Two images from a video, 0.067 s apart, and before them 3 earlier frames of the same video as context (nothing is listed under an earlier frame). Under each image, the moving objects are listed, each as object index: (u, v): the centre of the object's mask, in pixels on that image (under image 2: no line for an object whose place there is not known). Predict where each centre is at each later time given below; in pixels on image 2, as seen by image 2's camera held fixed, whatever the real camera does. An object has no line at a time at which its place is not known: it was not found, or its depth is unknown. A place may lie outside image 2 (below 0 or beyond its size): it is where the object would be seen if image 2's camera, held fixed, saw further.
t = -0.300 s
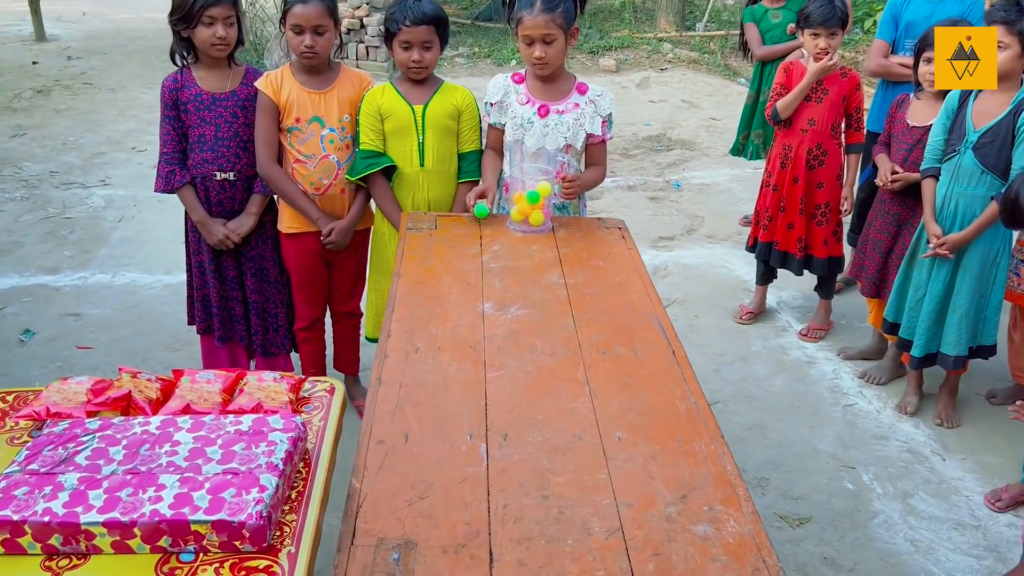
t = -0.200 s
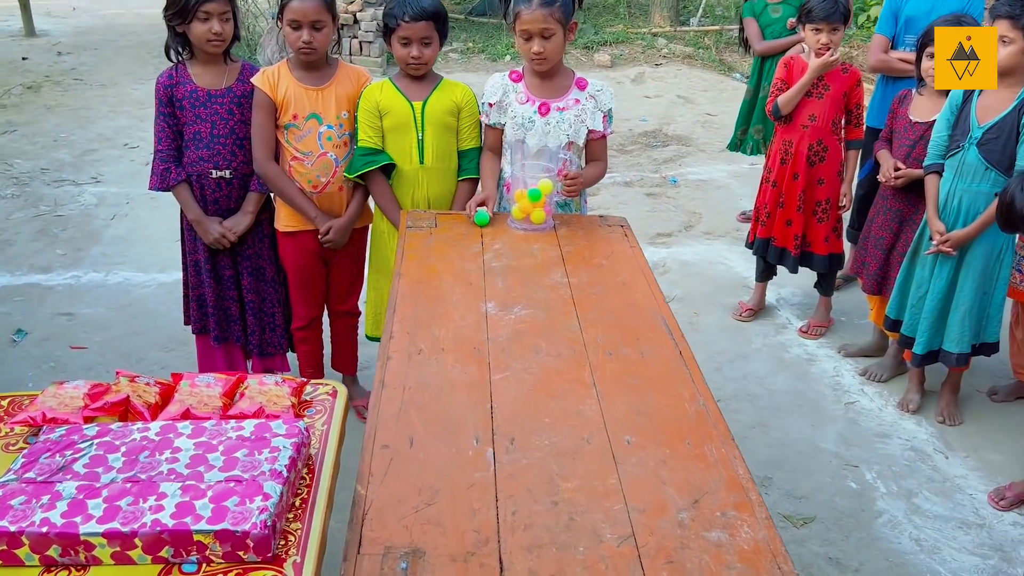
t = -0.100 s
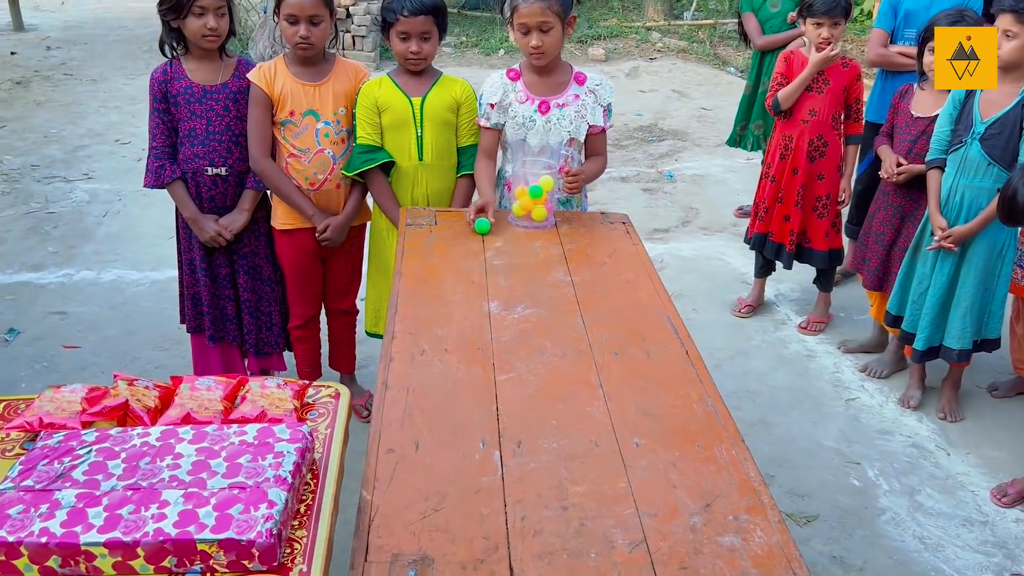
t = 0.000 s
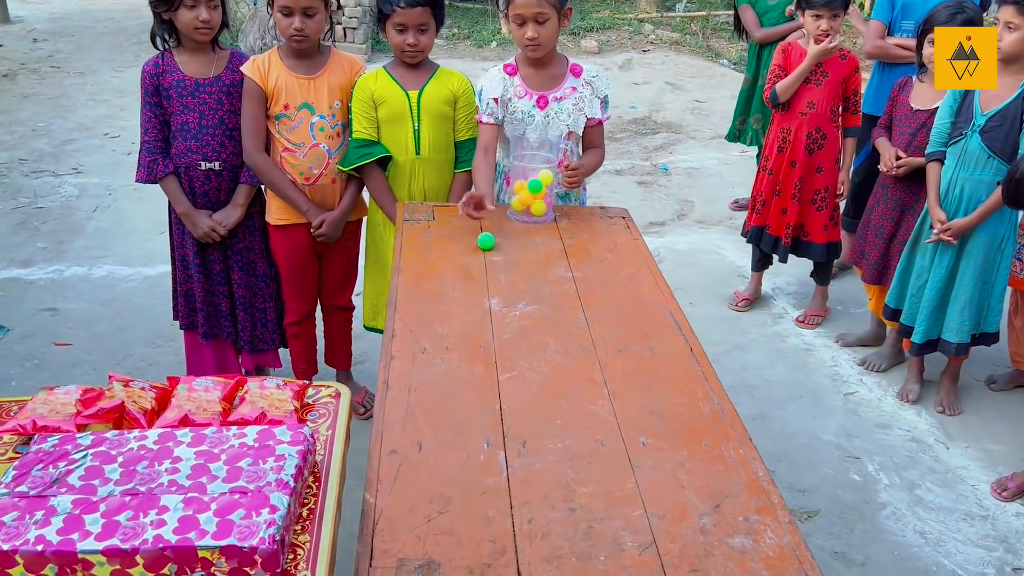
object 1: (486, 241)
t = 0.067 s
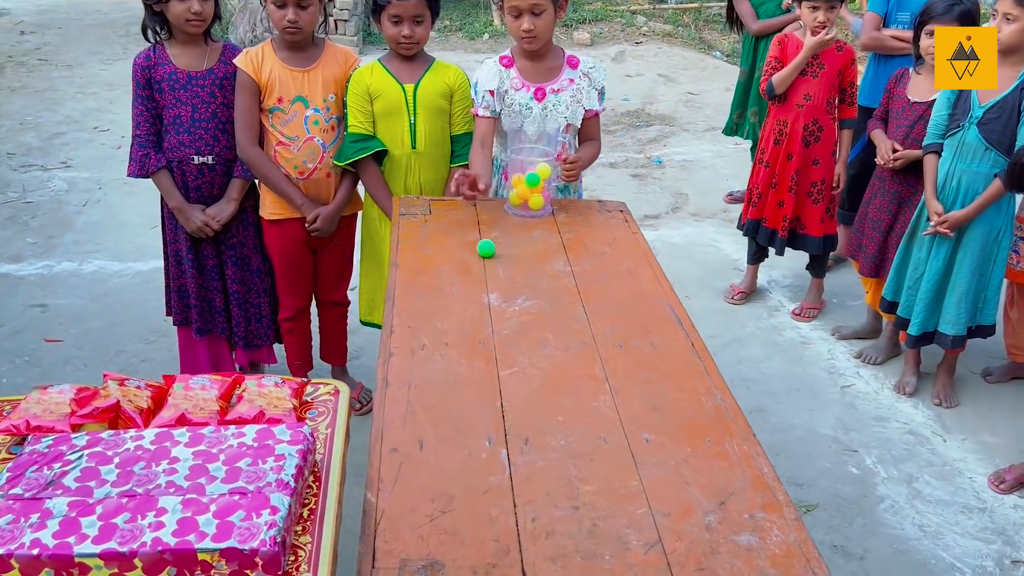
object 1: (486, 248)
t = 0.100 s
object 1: (487, 253)
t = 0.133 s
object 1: (488, 259)
